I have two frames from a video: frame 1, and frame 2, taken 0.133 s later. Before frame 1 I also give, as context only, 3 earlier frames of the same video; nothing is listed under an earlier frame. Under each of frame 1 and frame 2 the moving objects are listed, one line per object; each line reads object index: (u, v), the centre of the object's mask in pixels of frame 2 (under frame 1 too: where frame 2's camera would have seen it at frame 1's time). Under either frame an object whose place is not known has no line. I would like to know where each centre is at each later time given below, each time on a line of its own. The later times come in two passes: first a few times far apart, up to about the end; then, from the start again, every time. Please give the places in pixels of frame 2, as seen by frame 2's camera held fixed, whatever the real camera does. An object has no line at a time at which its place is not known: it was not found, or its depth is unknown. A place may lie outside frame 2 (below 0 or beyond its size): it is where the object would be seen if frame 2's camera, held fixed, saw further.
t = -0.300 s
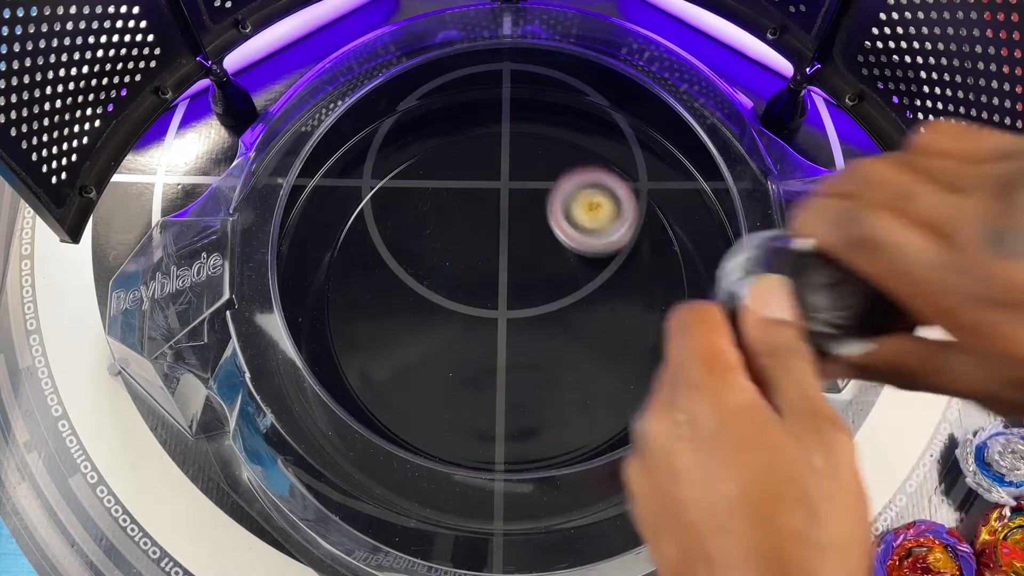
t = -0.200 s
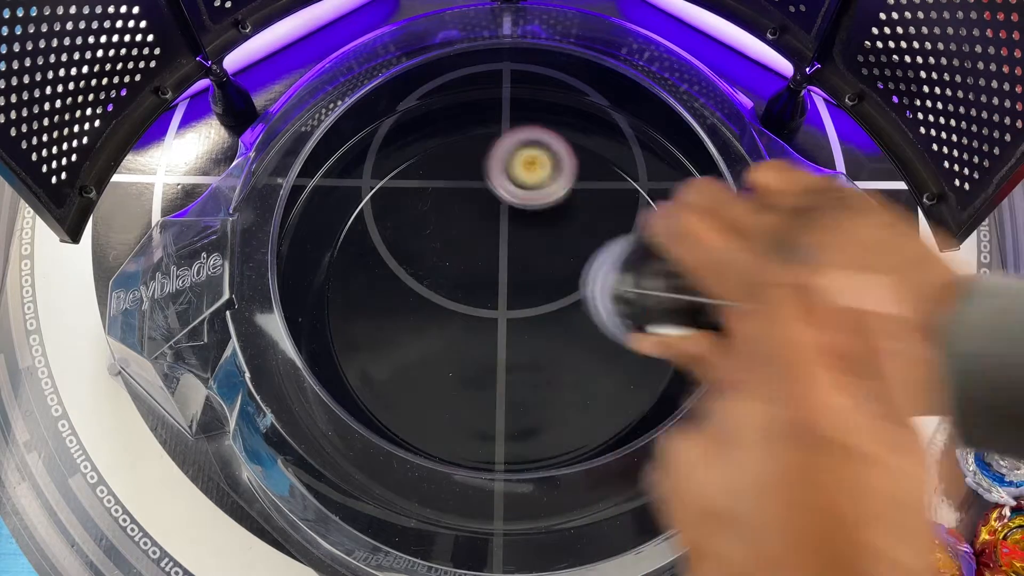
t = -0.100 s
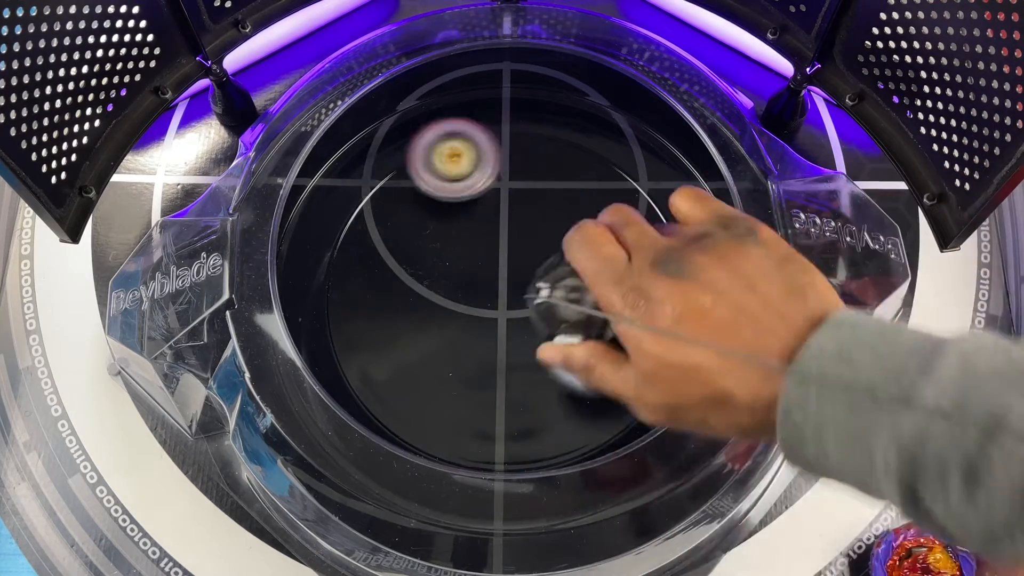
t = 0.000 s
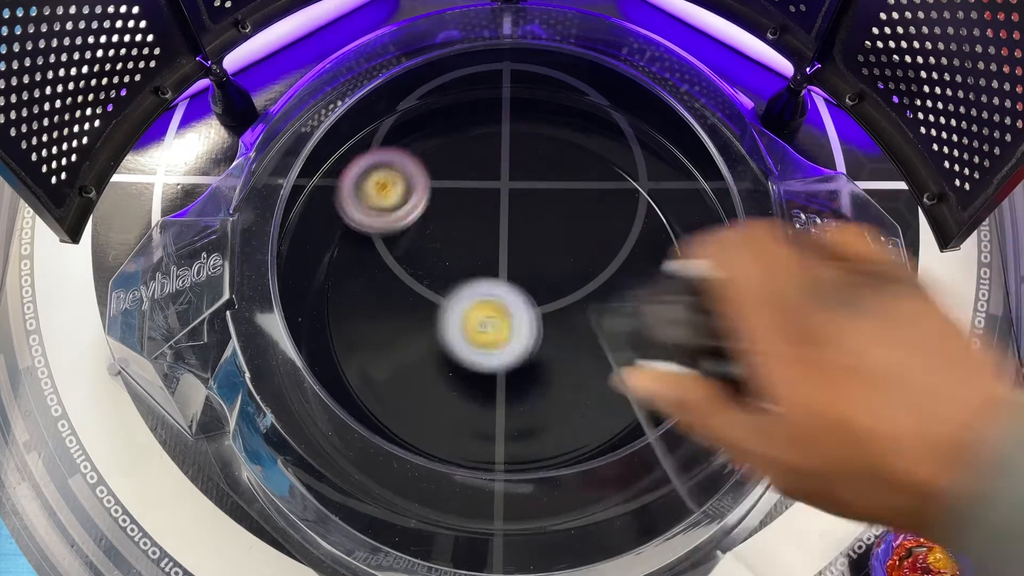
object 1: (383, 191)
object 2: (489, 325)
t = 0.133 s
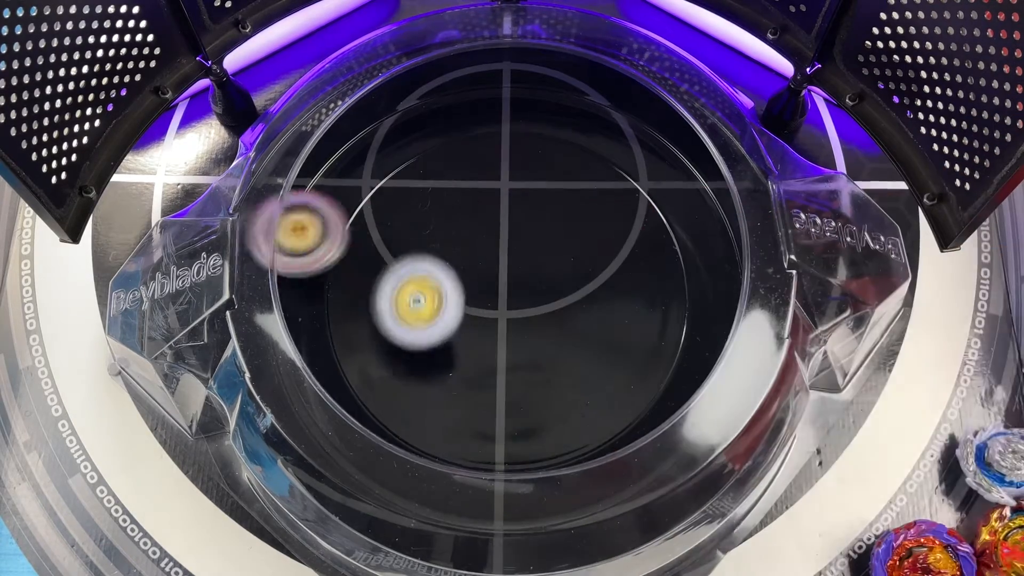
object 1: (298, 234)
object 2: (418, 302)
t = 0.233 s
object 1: (265, 247)
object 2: (439, 314)
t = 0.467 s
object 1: (327, 305)
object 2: (530, 275)
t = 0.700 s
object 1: (507, 331)
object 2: (512, 240)
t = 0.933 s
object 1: (630, 237)
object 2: (469, 252)
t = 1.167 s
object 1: (540, 176)
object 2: (484, 290)
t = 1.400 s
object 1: (407, 237)
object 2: (487, 295)
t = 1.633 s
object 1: (411, 329)
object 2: (498, 293)
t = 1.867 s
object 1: (502, 366)
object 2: (526, 279)
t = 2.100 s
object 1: (584, 362)
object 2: (524, 249)
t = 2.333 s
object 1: (590, 266)
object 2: (450, 283)
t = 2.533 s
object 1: (517, 228)
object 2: (408, 279)
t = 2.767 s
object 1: (555, 246)
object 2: (292, 317)
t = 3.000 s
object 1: (493, 317)
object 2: (305, 328)
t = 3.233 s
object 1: (482, 328)
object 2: (386, 324)
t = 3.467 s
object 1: (676, 260)
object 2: (382, 264)
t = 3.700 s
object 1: (696, 208)
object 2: (498, 275)
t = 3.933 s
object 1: (672, 204)
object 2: (592, 342)
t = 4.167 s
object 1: (557, 253)
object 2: (525, 347)
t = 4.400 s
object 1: (404, 260)
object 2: (422, 364)
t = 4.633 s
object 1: (370, 269)
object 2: (478, 381)
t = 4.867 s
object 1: (451, 284)
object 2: (599, 329)
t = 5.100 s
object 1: (471, 247)
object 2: (751, 284)
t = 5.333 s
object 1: (541, 279)
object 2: (750, 252)
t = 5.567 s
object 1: (541, 297)
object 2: (737, 216)
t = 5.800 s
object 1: (497, 269)
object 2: (691, 181)
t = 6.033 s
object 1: (492, 279)
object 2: (565, 183)
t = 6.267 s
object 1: (483, 391)
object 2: (436, 190)
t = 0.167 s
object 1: (280, 239)
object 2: (421, 312)
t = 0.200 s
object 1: (269, 240)
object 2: (429, 313)
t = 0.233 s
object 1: (265, 247)
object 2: (439, 314)
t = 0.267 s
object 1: (266, 257)
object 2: (452, 313)
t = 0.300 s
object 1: (270, 263)
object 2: (466, 309)
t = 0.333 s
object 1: (278, 274)
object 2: (480, 304)
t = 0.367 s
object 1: (288, 282)
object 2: (495, 298)
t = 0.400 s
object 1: (300, 290)
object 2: (508, 291)
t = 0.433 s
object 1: (314, 298)
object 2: (521, 283)
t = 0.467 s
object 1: (327, 305)
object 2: (530, 275)
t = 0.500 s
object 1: (342, 313)
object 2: (537, 268)
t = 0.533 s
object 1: (363, 321)
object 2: (540, 261)
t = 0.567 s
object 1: (388, 328)
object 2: (540, 255)
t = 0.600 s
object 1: (415, 332)
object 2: (537, 251)
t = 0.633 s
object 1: (445, 335)
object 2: (530, 247)
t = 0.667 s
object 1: (475, 334)
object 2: (522, 243)
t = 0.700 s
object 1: (507, 331)
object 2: (512, 240)
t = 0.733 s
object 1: (536, 324)
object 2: (502, 238)
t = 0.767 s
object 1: (563, 313)
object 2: (494, 237)
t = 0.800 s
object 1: (586, 300)
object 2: (485, 238)
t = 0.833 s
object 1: (604, 285)
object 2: (479, 239)
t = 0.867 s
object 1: (618, 269)
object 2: (474, 243)
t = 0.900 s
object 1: (627, 253)
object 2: (470, 247)
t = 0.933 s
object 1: (630, 237)
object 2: (469, 252)
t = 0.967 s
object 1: (629, 222)
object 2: (468, 258)
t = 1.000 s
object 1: (623, 209)
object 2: (470, 263)
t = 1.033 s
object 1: (613, 198)
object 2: (472, 270)
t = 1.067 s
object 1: (599, 189)
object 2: (475, 276)
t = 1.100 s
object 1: (582, 182)
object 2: (478, 281)
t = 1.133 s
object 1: (562, 178)
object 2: (481, 286)
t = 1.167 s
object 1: (540, 176)
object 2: (484, 290)
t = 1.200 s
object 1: (516, 177)
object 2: (487, 293)
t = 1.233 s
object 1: (492, 180)
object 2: (490, 295)
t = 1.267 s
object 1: (470, 187)
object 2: (491, 297)
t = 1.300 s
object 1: (449, 195)
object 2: (492, 298)
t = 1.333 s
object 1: (431, 208)
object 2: (491, 298)
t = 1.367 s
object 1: (417, 221)
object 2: (489, 296)
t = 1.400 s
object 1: (407, 237)
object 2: (487, 295)
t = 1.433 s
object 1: (400, 253)
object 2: (484, 292)
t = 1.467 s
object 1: (391, 267)
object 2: (488, 293)
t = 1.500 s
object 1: (386, 280)
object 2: (493, 294)
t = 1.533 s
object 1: (386, 293)
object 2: (496, 294)
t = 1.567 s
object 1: (390, 306)
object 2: (498, 294)
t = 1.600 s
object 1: (399, 318)
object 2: (499, 294)
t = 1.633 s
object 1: (411, 329)
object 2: (498, 293)
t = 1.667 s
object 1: (420, 340)
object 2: (504, 289)
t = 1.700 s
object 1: (427, 351)
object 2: (513, 284)
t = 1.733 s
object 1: (438, 359)
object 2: (521, 280)
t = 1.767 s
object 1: (451, 364)
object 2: (525, 278)
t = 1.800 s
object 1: (467, 366)
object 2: (527, 278)
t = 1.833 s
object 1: (485, 365)
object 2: (527, 281)
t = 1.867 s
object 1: (502, 366)
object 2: (526, 279)
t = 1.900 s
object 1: (516, 378)
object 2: (525, 264)
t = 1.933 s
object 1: (530, 386)
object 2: (523, 253)
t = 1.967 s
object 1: (543, 390)
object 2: (522, 246)
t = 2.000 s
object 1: (556, 389)
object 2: (521, 241)
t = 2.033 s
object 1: (566, 383)
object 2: (521, 240)
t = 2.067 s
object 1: (576, 374)
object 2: (522, 243)
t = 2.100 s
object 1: (584, 362)
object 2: (524, 249)
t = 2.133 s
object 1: (589, 346)
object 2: (526, 258)
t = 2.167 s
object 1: (591, 329)
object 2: (524, 271)
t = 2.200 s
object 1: (598, 317)
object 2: (511, 276)
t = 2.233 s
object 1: (602, 305)
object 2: (495, 280)
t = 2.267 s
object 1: (602, 291)
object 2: (479, 282)
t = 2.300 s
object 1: (598, 278)
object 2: (464, 283)
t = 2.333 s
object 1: (590, 266)
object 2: (450, 283)
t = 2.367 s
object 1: (579, 254)
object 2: (439, 282)
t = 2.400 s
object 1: (565, 245)
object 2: (432, 281)
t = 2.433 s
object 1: (549, 239)
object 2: (427, 279)
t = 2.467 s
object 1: (531, 235)
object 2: (425, 277)
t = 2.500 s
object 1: (513, 234)
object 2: (427, 274)
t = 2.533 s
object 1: (517, 228)
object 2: (408, 279)
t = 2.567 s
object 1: (530, 222)
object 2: (380, 286)
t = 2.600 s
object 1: (541, 219)
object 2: (356, 292)
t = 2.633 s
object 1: (550, 220)
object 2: (336, 298)
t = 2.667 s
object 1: (555, 223)
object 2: (324, 302)
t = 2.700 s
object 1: (558, 229)
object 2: (319, 306)
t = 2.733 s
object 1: (557, 237)
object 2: (303, 312)
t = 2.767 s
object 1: (555, 246)
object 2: (292, 317)
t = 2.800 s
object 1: (549, 256)
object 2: (283, 322)
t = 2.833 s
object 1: (542, 268)
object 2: (275, 326)
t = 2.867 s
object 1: (533, 279)
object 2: (274, 328)
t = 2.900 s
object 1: (523, 290)
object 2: (281, 329)
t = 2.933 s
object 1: (512, 300)
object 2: (288, 329)
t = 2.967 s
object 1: (502, 309)
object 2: (297, 328)
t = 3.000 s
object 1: (493, 317)
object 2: (305, 328)
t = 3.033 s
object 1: (485, 323)
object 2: (313, 328)
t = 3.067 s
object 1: (480, 328)
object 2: (328, 325)
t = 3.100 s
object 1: (476, 332)
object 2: (332, 327)
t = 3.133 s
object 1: (474, 333)
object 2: (339, 329)
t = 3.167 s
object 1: (474, 333)
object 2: (350, 328)
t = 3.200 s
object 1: (477, 332)
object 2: (368, 327)
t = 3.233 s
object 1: (482, 328)
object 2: (386, 324)
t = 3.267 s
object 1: (513, 325)
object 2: (383, 316)
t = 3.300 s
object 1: (550, 319)
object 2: (373, 307)
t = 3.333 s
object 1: (584, 310)
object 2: (367, 297)
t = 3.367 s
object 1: (614, 299)
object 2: (366, 288)
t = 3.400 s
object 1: (640, 286)
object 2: (368, 279)
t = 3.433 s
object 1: (661, 273)
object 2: (373, 271)
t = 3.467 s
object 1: (676, 260)
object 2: (382, 264)
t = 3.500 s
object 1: (685, 248)
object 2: (393, 258)
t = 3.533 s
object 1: (691, 238)
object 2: (406, 255)
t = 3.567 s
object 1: (694, 229)
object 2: (421, 253)
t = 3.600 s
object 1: (696, 222)
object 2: (438, 255)
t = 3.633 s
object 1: (697, 216)
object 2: (456, 260)
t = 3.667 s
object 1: (697, 212)
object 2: (477, 266)
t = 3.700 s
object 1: (696, 208)
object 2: (498, 275)
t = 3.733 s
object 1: (695, 206)
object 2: (518, 286)
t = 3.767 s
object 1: (693, 204)
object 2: (538, 296)
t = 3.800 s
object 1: (690, 203)
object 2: (555, 307)
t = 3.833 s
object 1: (687, 203)
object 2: (570, 316)
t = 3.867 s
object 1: (683, 202)
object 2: (581, 326)
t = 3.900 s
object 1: (677, 203)
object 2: (588, 334)
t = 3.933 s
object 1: (672, 204)
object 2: (592, 342)
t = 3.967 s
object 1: (665, 206)
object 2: (591, 347)
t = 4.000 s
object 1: (656, 210)
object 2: (587, 352)
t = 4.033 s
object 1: (642, 215)
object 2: (579, 355)
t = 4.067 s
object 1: (625, 223)
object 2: (569, 355)
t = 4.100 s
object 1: (605, 232)
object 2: (556, 356)
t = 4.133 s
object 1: (582, 242)
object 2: (542, 352)
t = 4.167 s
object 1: (557, 253)
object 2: (525, 347)
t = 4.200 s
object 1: (531, 259)
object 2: (509, 347)
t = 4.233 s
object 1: (506, 253)
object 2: (488, 355)
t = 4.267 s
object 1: (481, 249)
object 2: (470, 362)
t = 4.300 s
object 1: (457, 248)
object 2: (456, 365)
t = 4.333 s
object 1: (437, 250)
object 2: (441, 366)
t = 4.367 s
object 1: (419, 253)
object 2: (430, 366)
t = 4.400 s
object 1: (404, 260)
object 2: (422, 364)
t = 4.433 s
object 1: (394, 269)
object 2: (417, 361)
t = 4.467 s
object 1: (385, 273)
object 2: (418, 362)
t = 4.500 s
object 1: (373, 270)
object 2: (429, 371)
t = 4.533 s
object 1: (367, 267)
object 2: (441, 377)
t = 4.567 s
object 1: (364, 266)
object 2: (453, 380)
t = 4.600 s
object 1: (366, 267)
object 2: (465, 382)
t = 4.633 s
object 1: (370, 269)
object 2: (478, 381)
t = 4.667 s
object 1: (380, 273)
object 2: (492, 377)
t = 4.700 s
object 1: (393, 278)
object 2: (505, 371)
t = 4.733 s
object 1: (409, 284)
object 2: (516, 362)
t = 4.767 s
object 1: (428, 291)
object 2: (527, 352)
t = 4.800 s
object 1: (448, 297)
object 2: (536, 340)
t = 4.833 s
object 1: (458, 295)
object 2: (559, 333)
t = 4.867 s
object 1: (451, 284)
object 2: (599, 329)
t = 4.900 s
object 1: (447, 274)
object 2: (635, 322)
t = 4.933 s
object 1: (445, 265)
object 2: (665, 316)
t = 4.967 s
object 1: (446, 258)
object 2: (689, 308)
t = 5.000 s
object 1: (449, 253)
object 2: (702, 301)
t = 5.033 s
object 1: (455, 249)
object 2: (726, 294)
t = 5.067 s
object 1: (462, 247)
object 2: (746, 288)
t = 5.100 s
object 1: (471, 247)
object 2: (751, 284)
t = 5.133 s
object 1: (481, 249)
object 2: (754, 279)
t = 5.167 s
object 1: (492, 252)
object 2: (755, 275)
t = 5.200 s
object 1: (503, 257)
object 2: (757, 271)
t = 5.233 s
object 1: (514, 262)
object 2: (758, 266)
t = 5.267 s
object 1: (524, 267)
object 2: (752, 262)
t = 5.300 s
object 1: (534, 274)
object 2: (757, 256)
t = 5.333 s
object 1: (541, 279)
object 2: (750, 252)
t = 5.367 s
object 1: (548, 285)
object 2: (749, 247)
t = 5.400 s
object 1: (551, 289)
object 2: (750, 242)
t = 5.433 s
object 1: (553, 293)
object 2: (749, 238)
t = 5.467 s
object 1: (552, 296)
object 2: (747, 232)
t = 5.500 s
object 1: (550, 298)
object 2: (741, 227)
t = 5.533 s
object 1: (546, 298)
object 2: (739, 221)
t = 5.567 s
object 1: (541, 297)
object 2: (737, 216)
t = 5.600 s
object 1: (534, 295)
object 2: (735, 210)
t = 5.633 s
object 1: (527, 291)
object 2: (731, 204)
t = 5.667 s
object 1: (519, 287)
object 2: (727, 198)
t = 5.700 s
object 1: (512, 281)
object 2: (722, 192)
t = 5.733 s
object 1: (506, 276)
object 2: (713, 188)
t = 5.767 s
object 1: (501, 271)
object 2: (704, 184)
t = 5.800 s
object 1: (497, 269)
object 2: (691, 181)
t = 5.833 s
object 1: (494, 266)
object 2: (674, 179)
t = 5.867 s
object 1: (492, 267)
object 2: (659, 176)
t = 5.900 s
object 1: (491, 268)
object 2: (643, 174)
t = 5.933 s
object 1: (490, 270)
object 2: (627, 172)
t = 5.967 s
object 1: (490, 272)
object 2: (608, 173)
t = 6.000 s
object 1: (491, 275)
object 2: (588, 176)
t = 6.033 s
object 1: (492, 279)
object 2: (565, 183)
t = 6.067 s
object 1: (494, 282)
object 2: (541, 192)
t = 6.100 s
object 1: (494, 287)
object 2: (516, 204)
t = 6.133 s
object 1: (489, 308)
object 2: (497, 197)
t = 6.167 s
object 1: (484, 335)
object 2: (478, 192)
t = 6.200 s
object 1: (482, 357)
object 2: (463, 187)
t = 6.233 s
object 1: (482, 376)
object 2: (448, 188)
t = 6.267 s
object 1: (483, 391)
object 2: (436, 190)
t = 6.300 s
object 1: (487, 402)
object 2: (429, 196)
